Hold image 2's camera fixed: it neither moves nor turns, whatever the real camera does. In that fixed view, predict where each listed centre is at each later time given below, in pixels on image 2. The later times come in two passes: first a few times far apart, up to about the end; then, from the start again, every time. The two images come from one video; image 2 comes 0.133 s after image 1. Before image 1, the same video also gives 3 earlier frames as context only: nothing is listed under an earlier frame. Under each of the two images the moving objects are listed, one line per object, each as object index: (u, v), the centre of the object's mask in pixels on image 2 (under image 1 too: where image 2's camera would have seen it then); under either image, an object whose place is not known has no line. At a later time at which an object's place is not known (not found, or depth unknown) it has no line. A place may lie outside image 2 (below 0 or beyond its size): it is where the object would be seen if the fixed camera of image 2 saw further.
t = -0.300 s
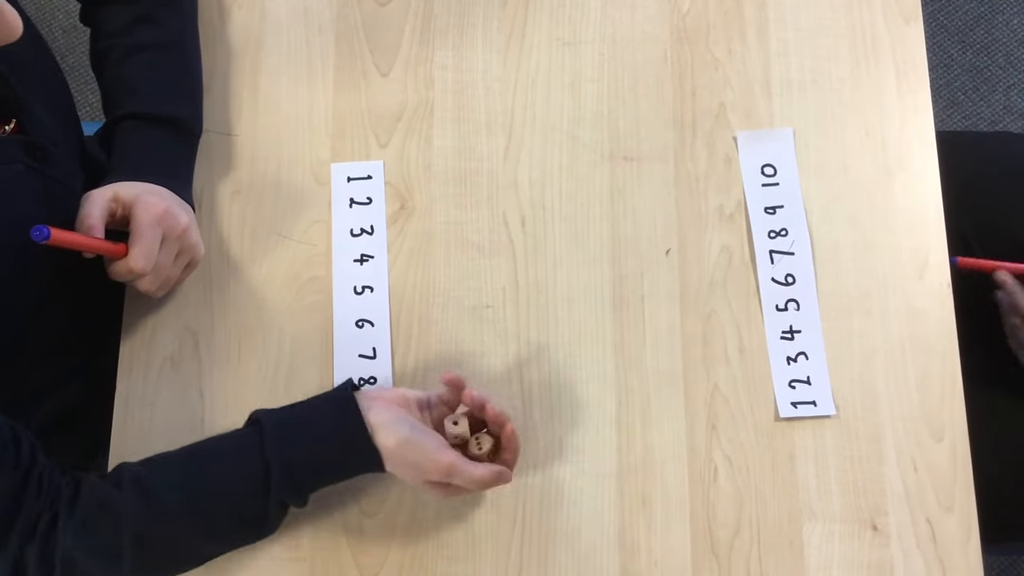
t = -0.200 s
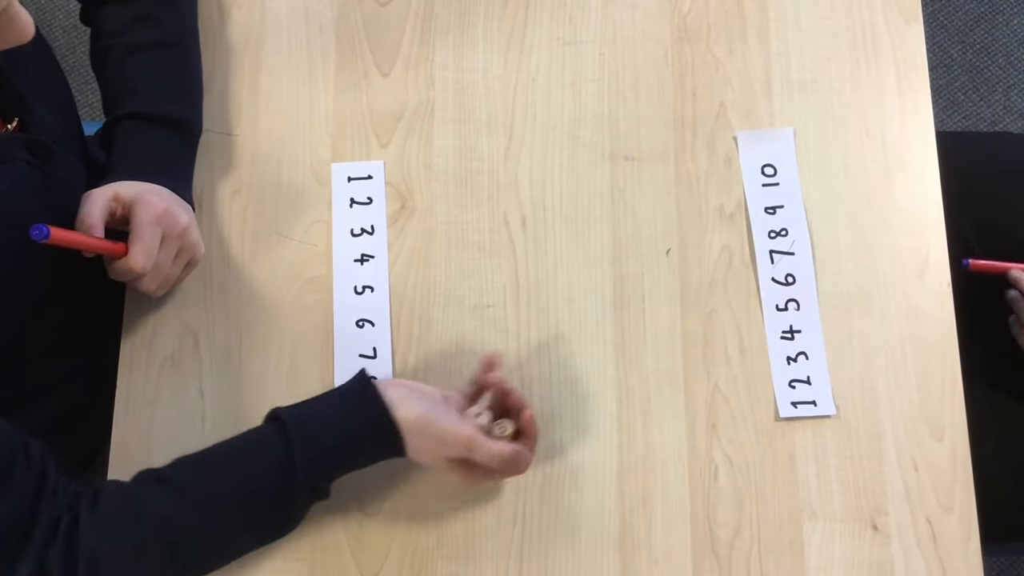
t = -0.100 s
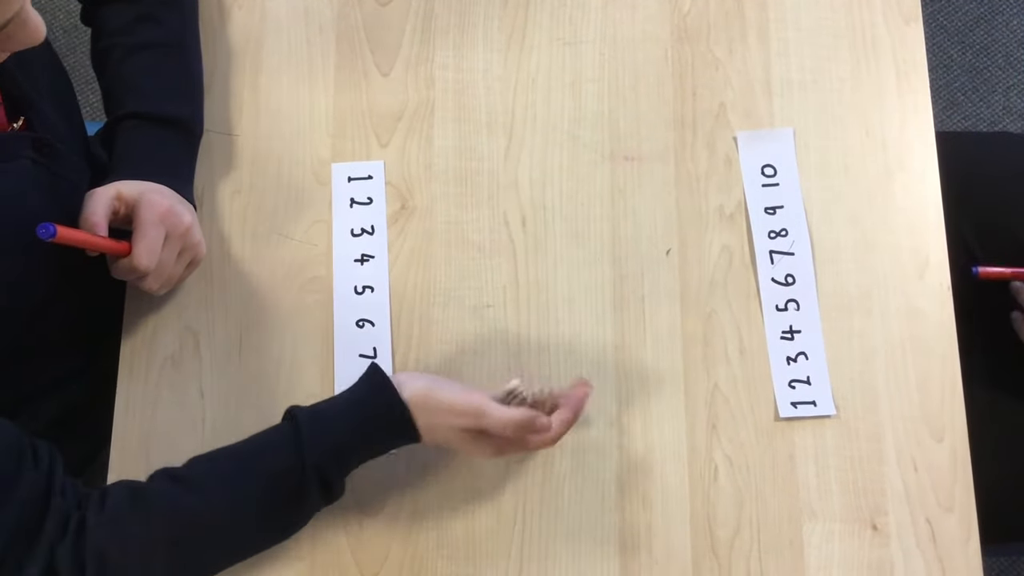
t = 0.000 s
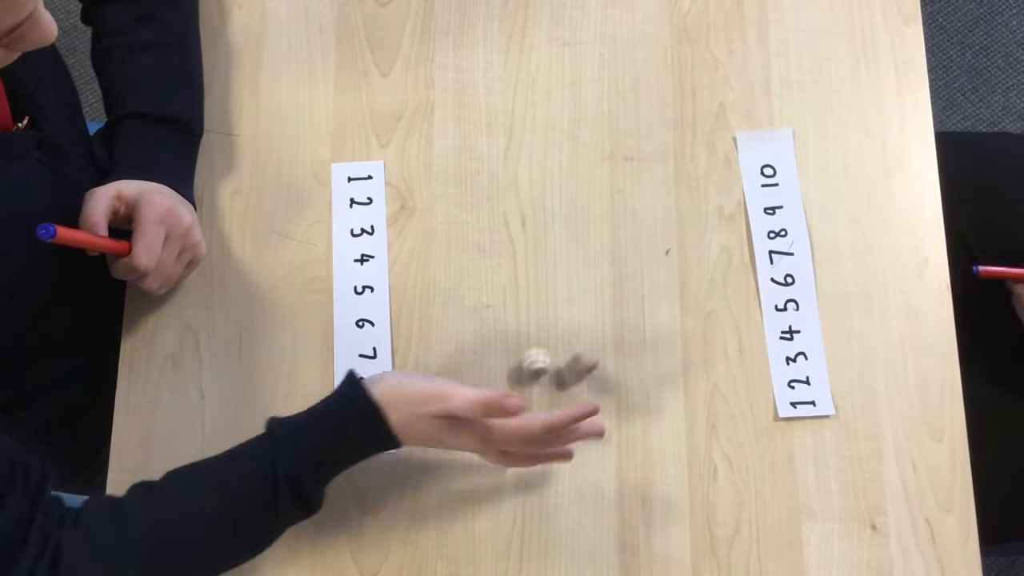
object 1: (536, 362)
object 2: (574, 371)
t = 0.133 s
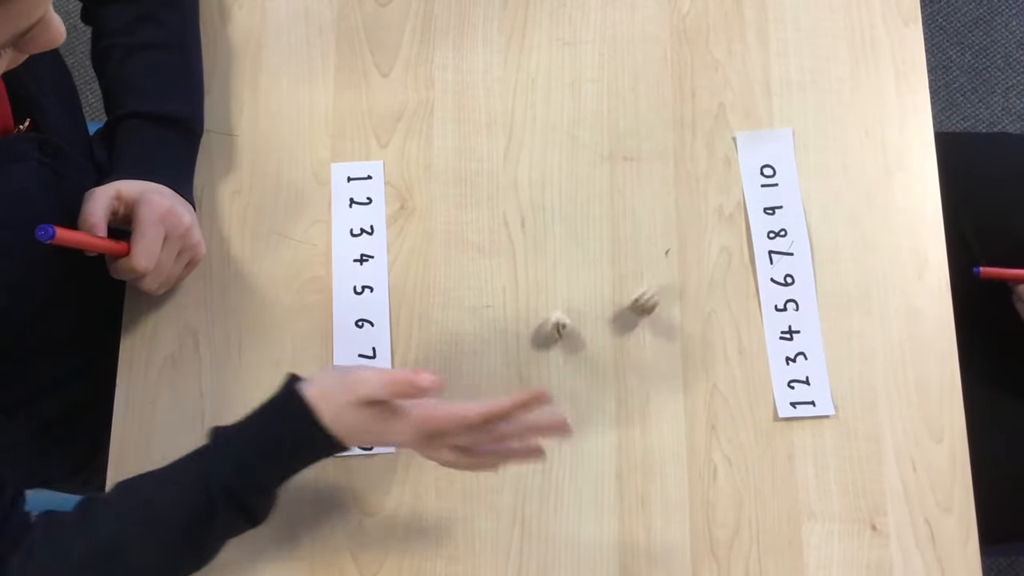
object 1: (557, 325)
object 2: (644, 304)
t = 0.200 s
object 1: (568, 305)
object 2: (662, 286)
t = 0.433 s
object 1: (579, 259)
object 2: (720, 209)
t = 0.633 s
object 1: (566, 239)
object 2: (769, 164)
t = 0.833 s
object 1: (555, 245)
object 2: (801, 141)
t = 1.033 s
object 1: (554, 245)
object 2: (812, 138)
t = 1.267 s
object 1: (554, 245)
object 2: (813, 138)
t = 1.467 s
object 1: (555, 245)
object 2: (813, 138)
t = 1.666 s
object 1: (555, 245)
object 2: (813, 138)
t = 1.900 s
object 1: (555, 245)
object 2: (813, 138)
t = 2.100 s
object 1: (555, 245)
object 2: (813, 137)
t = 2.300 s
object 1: (555, 245)
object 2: (813, 138)
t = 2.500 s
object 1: (555, 245)
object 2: (813, 138)
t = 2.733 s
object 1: (555, 245)
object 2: (813, 138)
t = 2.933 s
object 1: (555, 245)
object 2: (813, 138)
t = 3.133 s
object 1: (555, 245)
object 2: (813, 138)
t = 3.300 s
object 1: (554, 245)
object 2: (813, 138)
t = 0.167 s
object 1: (564, 313)
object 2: (649, 299)
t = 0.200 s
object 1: (568, 305)
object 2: (662, 286)
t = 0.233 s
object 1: (569, 295)
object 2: (678, 264)
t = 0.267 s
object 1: (573, 286)
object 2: (682, 260)
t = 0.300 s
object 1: (576, 281)
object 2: (689, 248)
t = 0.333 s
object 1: (576, 276)
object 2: (697, 238)
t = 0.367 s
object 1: (579, 270)
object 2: (706, 227)
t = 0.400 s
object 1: (580, 265)
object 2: (713, 217)
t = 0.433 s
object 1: (579, 259)
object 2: (720, 209)
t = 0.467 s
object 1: (579, 257)
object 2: (728, 201)
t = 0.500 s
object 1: (576, 251)
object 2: (737, 195)
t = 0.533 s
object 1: (574, 247)
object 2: (751, 184)
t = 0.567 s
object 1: (572, 245)
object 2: (756, 176)
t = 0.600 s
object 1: (569, 242)
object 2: (763, 169)
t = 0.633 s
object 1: (566, 239)
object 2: (769, 164)
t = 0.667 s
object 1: (562, 239)
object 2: (776, 161)
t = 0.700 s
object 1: (559, 239)
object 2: (784, 157)
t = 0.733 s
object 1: (557, 240)
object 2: (789, 151)
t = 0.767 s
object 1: (555, 242)
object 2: (792, 147)
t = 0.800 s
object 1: (554, 245)
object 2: (796, 143)
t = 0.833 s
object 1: (555, 245)
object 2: (801, 141)
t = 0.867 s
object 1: (554, 245)
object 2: (806, 140)
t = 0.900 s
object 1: (554, 245)
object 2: (810, 139)
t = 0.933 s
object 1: (554, 245)
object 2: (812, 139)
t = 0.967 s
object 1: (554, 245)
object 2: (812, 138)
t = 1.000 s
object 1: (554, 245)
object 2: (813, 138)
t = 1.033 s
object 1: (554, 245)
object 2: (812, 138)
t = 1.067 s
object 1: (554, 245)
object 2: (813, 138)
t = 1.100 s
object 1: (554, 245)
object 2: (812, 138)
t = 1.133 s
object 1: (554, 245)
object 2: (813, 138)
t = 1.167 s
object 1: (554, 245)
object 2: (812, 138)
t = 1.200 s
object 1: (554, 245)
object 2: (812, 138)
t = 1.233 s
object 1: (554, 245)
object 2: (813, 138)
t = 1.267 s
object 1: (554, 245)
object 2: (813, 138)
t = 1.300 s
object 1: (554, 245)
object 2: (812, 138)
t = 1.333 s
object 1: (554, 245)
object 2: (812, 138)
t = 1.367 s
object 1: (554, 245)
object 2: (812, 138)
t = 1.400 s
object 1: (554, 245)
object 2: (813, 138)
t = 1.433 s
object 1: (554, 245)
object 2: (813, 137)
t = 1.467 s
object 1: (555, 245)
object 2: (813, 138)
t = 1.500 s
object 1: (555, 245)
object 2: (813, 138)
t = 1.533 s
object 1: (555, 245)
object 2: (813, 138)
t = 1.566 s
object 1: (555, 245)
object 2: (813, 138)
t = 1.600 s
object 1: (555, 245)
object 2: (813, 138)
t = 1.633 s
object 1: (555, 245)
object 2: (813, 138)
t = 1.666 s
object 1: (555, 245)
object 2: (813, 138)
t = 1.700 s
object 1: (555, 245)
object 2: (813, 138)
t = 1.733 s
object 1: (555, 245)
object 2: (813, 138)
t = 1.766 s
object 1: (555, 245)
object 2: (813, 138)
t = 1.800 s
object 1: (555, 245)
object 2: (813, 138)
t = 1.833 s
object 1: (555, 245)
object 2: (813, 138)
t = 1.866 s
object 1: (555, 245)
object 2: (813, 138)
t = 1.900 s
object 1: (555, 245)
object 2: (813, 138)
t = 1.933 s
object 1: (555, 245)
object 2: (813, 138)
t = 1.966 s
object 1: (555, 245)
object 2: (813, 138)
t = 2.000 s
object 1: (555, 245)
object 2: (813, 138)
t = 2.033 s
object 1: (555, 245)
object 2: (813, 138)
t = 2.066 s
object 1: (555, 245)
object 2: (813, 137)
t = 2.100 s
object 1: (555, 245)
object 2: (813, 137)
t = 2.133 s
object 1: (555, 245)
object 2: (813, 137)
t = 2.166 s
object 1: (555, 245)
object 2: (813, 137)
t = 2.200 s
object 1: (555, 245)
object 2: (813, 138)
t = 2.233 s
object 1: (555, 245)
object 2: (813, 138)
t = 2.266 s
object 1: (555, 245)
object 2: (813, 138)
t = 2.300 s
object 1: (555, 245)
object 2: (813, 138)
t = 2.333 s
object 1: (555, 245)
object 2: (813, 138)
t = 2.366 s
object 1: (555, 245)
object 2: (813, 138)
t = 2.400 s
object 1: (555, 245)
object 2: (813, 138)
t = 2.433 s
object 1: (555, 245)
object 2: (813, 138)
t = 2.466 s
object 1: (555, 245)
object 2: (813, 138)
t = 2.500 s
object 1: (555, 245)
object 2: (813, 138)
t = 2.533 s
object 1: (555, 245)
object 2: (813, 138)
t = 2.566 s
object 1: (555, 245)
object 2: (813, 138)
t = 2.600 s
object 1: (555, 245)
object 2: (813, 138)
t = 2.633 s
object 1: (555, 245)
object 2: (813, 138)
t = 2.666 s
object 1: (555, 245)
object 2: (813, 138)
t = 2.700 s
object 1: (555, 245)
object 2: (813, 138)
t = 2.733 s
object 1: (555, 245)
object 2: (813, 138)
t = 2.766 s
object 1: (555, 245)
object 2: (813, 138)
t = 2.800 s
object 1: (555, 245)
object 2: (813, 138)
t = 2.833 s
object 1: (555, 245)
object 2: (813, 138)
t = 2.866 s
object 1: (555, 245)
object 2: (813, 138)
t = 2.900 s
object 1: (555, 245)
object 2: (812, 138)
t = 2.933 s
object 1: (555, 245)
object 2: (813, 138)
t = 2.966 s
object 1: (555, 245)
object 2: (813, 138)
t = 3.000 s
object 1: (555, 244)
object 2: (813, 138)
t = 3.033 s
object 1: (555, 245)
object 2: (813, 138)
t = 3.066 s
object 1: (555, 245)
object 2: (813, 138)
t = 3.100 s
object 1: (555, 245)
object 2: (813, 138)
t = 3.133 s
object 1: (555, 245)
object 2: (813, 138)
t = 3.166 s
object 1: (555, 245)
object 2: (813, 138)
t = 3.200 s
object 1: (555, 245)
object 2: (813, 138)
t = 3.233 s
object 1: (555, 245)
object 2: (813, 138)
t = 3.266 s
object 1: (555, 245)
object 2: (813, 138)
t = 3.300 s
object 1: (554, 245)
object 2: (813, 138)
